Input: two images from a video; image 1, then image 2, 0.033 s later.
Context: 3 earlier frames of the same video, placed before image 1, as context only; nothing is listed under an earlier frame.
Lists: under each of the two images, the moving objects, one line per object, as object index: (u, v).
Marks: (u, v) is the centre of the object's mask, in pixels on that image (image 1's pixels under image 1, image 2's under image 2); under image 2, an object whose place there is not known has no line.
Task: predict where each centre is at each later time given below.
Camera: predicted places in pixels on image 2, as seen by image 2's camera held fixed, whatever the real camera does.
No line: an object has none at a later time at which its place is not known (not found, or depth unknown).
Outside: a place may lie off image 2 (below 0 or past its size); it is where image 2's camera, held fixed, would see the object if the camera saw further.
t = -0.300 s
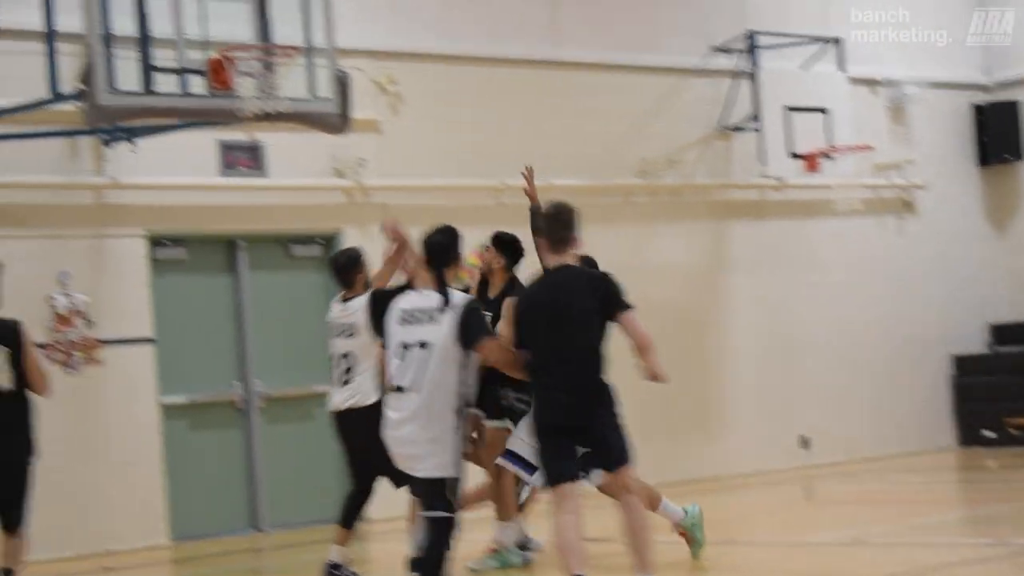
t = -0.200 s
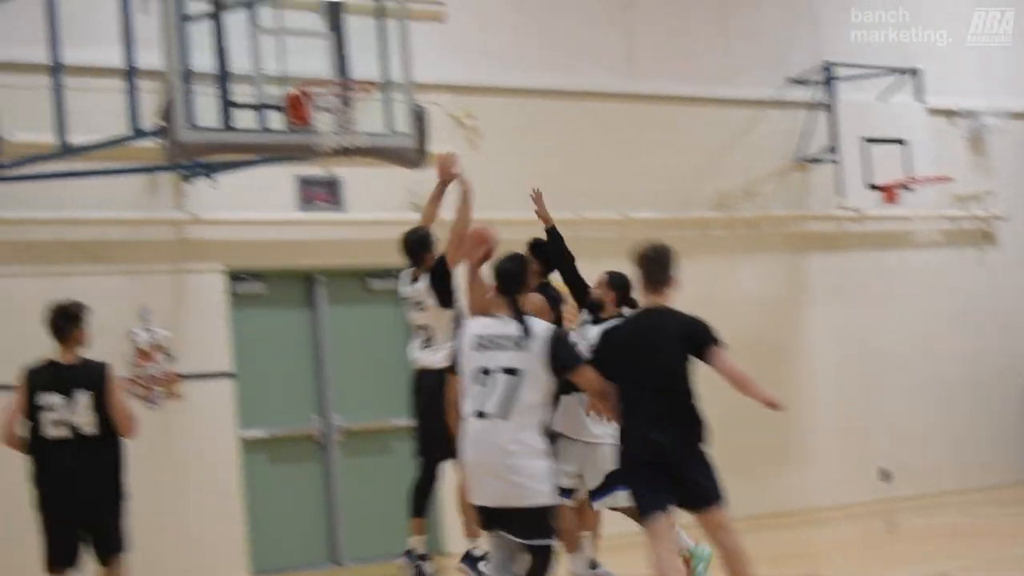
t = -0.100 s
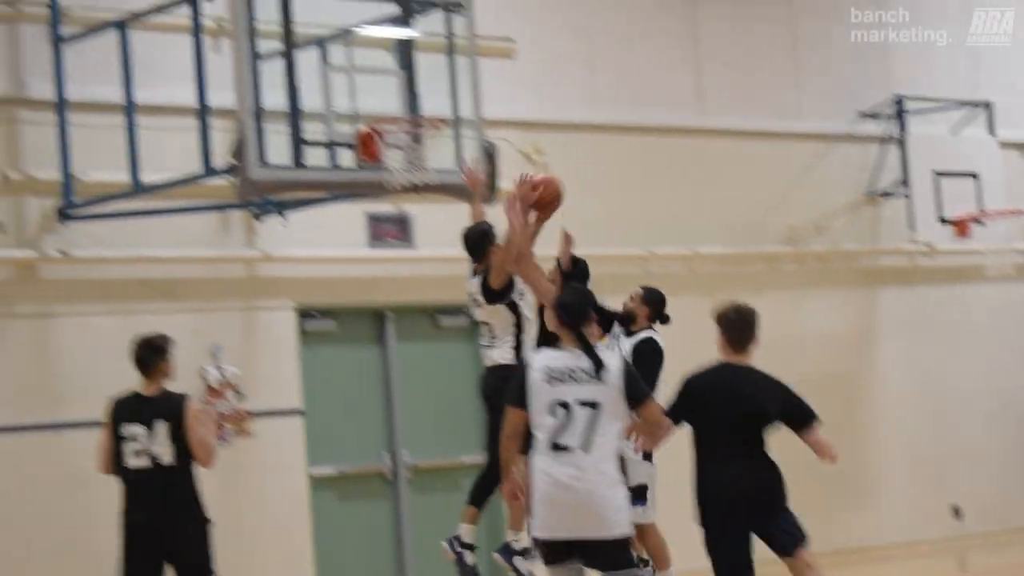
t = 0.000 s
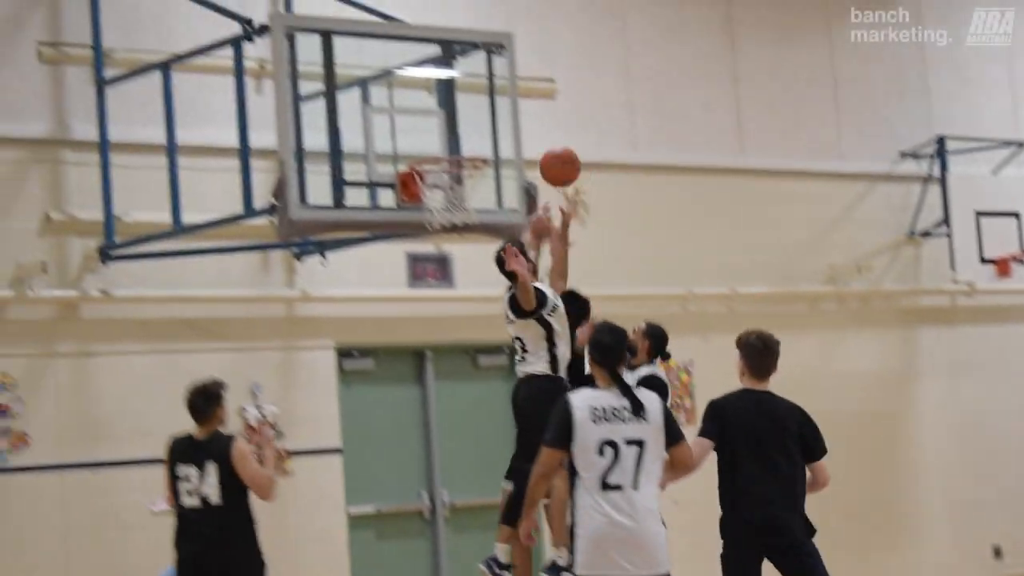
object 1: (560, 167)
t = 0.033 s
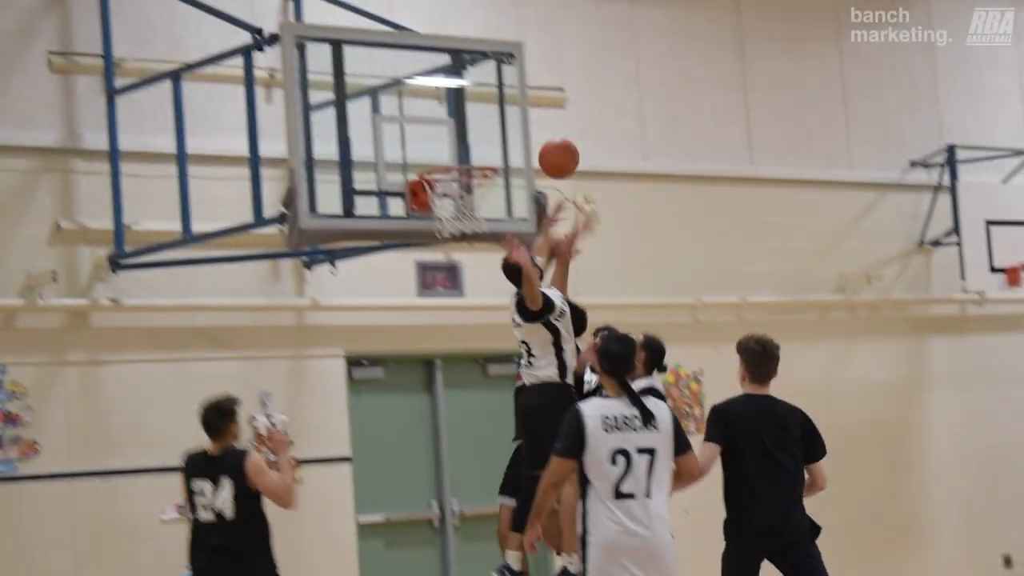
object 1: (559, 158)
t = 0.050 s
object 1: (552, 149)
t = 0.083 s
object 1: (539, 133)
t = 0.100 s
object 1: (533, 126)
